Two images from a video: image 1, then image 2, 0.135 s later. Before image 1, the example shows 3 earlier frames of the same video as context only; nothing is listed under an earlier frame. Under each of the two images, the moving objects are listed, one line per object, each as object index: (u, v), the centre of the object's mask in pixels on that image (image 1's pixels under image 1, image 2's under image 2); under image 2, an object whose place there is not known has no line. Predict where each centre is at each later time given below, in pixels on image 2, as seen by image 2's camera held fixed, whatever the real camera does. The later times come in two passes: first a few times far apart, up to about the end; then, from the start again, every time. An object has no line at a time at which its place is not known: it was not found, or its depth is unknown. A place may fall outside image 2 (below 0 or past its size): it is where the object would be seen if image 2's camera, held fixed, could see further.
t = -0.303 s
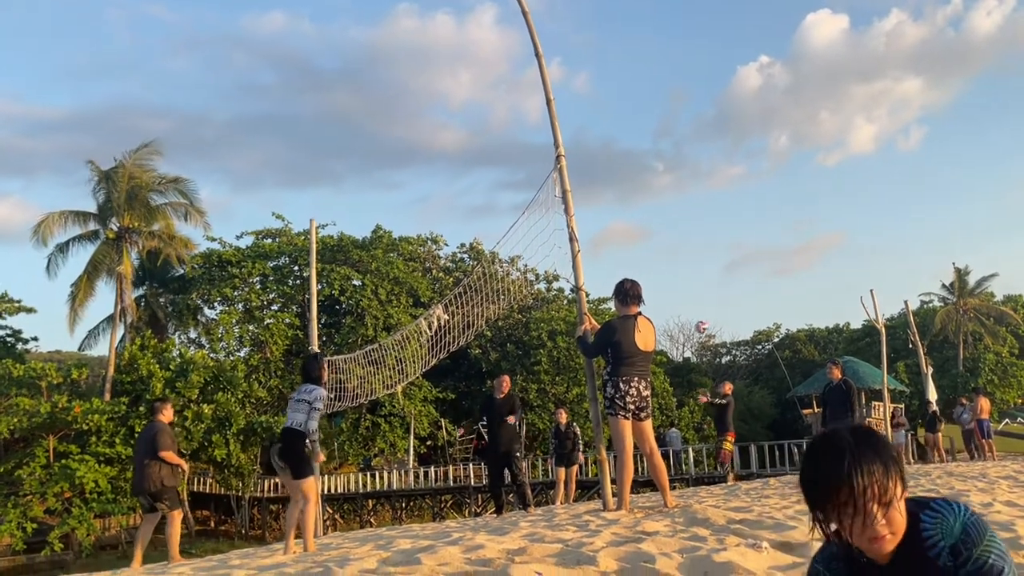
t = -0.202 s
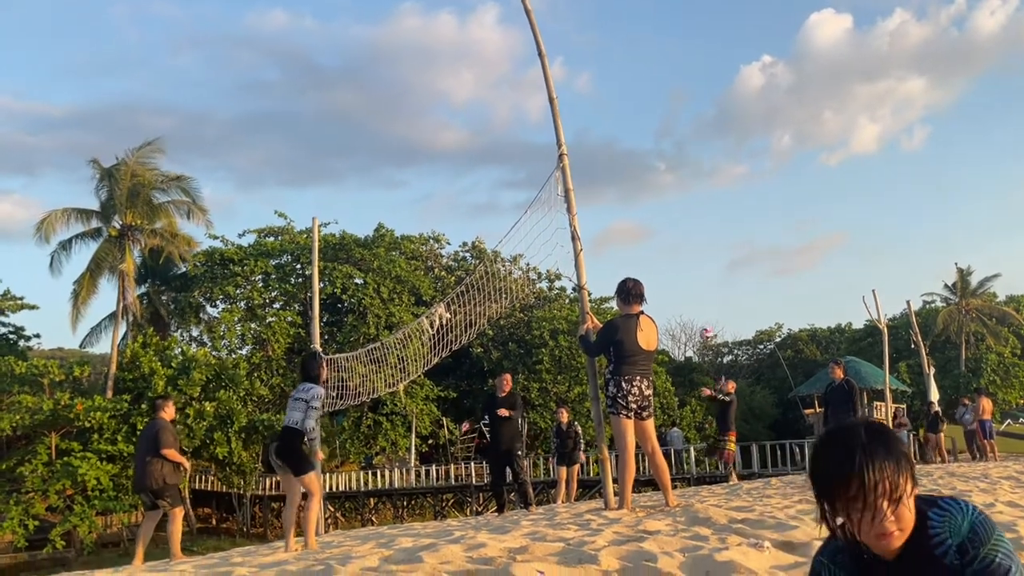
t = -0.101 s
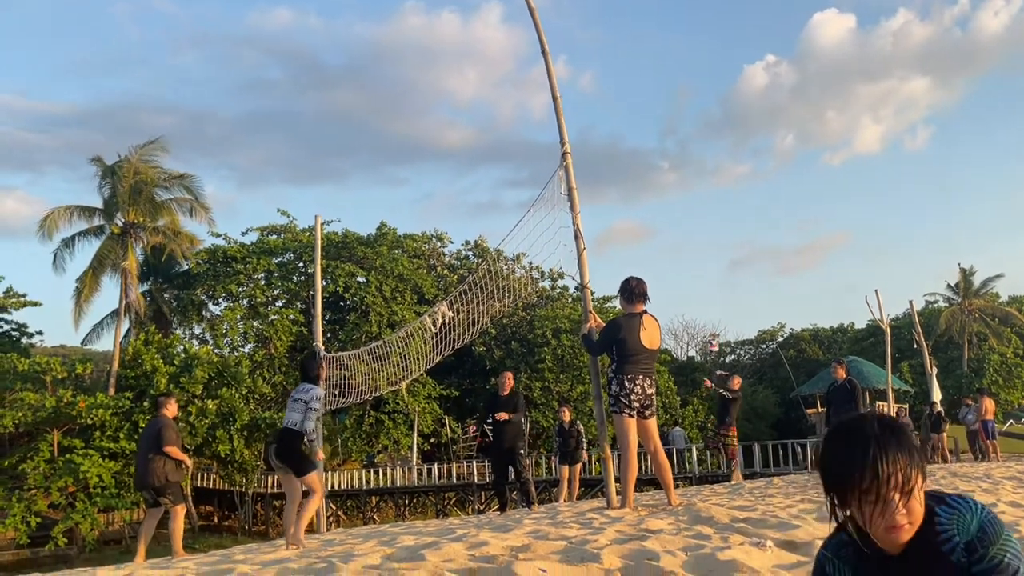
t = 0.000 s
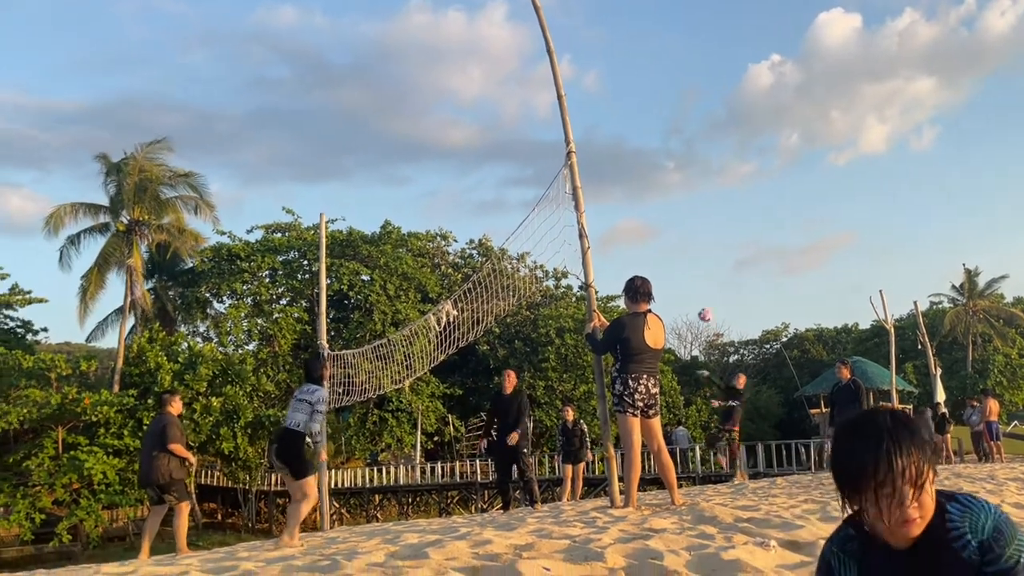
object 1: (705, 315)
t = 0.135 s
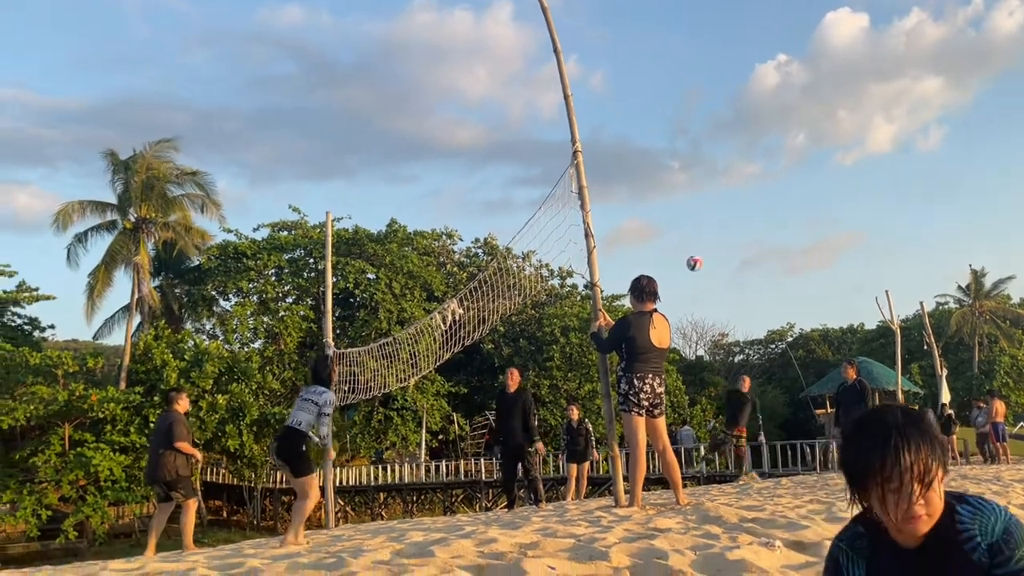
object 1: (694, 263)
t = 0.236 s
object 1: (682, 226)
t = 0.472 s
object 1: (651, 149)
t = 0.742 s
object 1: (605, 80)
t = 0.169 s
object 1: (689, 250)
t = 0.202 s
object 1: (686, 238)
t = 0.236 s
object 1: (682, 226)
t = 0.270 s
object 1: (677, 214)
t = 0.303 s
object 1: (673, 202)
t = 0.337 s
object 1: (669, 191)
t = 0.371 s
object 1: (665, 180)
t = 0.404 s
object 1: (661, 169)
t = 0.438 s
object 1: (656, 159)
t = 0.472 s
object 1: (651, 149)
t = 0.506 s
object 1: (647, 139)
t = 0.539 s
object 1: (642, 130)
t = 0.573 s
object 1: (636, 120)
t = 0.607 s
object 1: (631, 111)
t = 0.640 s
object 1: (625, 102)
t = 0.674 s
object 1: (618, 94)
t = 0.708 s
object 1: (612, 87)
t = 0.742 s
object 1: (605, 80)
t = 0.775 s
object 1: (598, 74)
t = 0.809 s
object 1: (592, 68)
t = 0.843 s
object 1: (585, 65)
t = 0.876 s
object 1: (578, 62)
